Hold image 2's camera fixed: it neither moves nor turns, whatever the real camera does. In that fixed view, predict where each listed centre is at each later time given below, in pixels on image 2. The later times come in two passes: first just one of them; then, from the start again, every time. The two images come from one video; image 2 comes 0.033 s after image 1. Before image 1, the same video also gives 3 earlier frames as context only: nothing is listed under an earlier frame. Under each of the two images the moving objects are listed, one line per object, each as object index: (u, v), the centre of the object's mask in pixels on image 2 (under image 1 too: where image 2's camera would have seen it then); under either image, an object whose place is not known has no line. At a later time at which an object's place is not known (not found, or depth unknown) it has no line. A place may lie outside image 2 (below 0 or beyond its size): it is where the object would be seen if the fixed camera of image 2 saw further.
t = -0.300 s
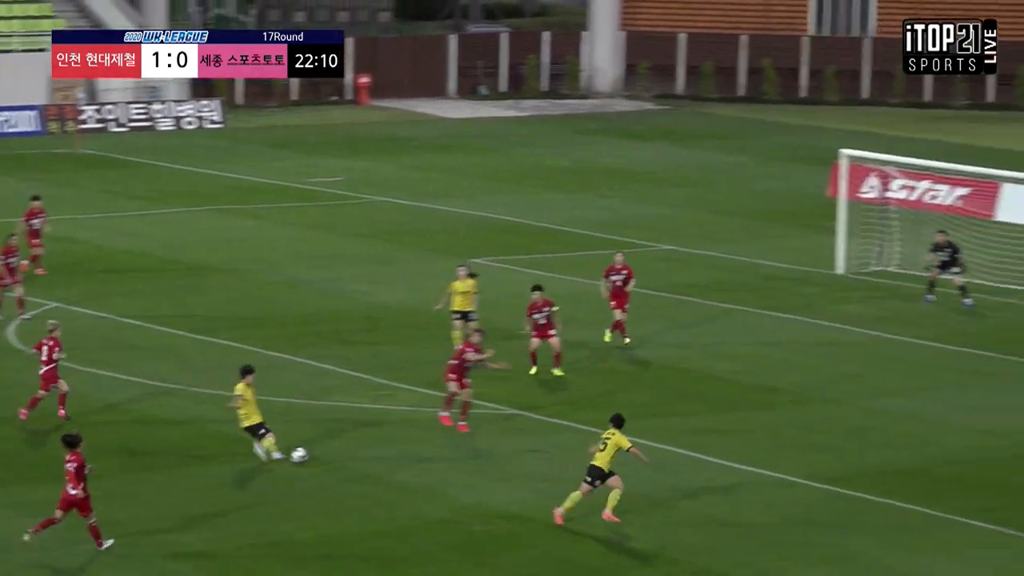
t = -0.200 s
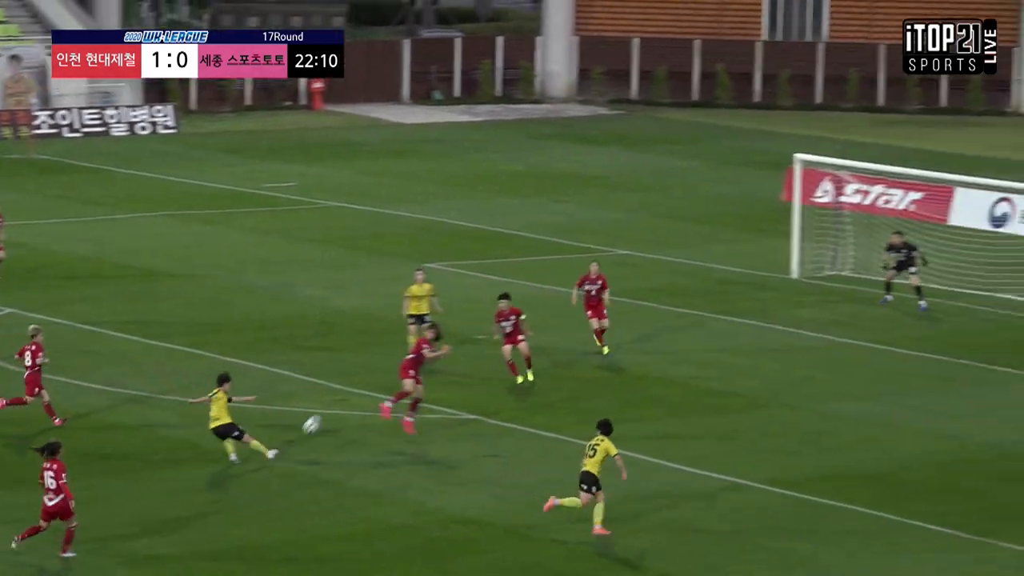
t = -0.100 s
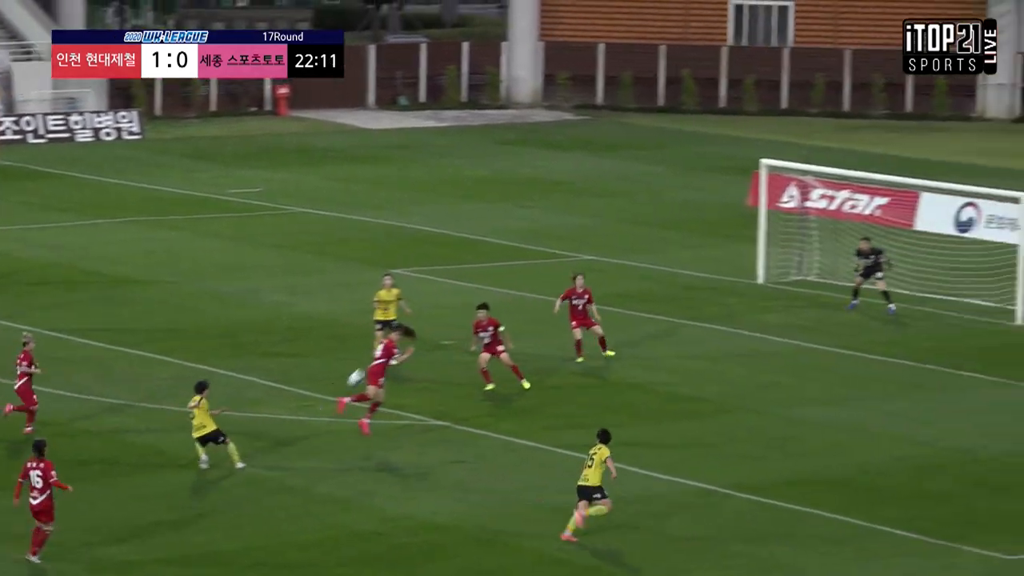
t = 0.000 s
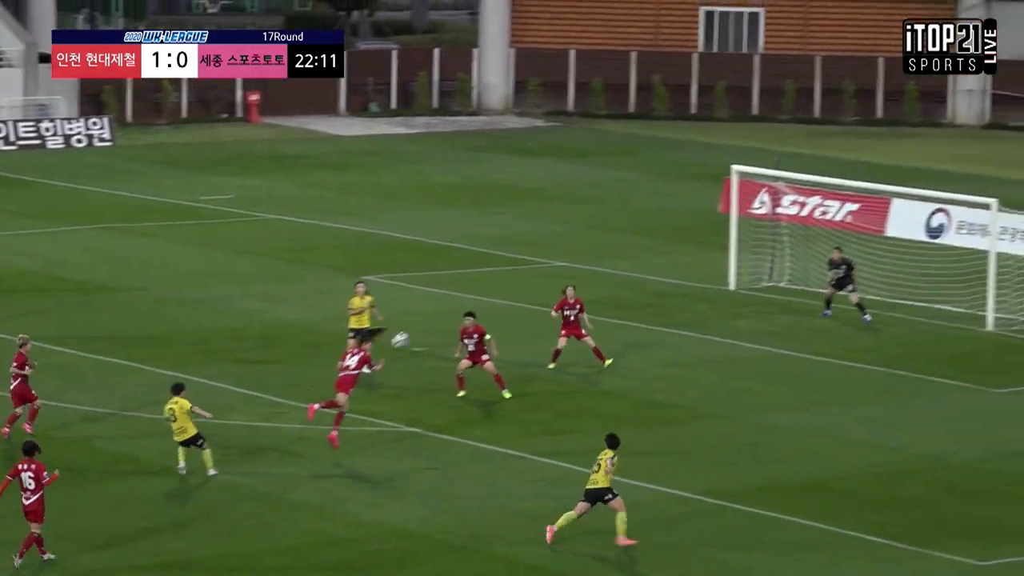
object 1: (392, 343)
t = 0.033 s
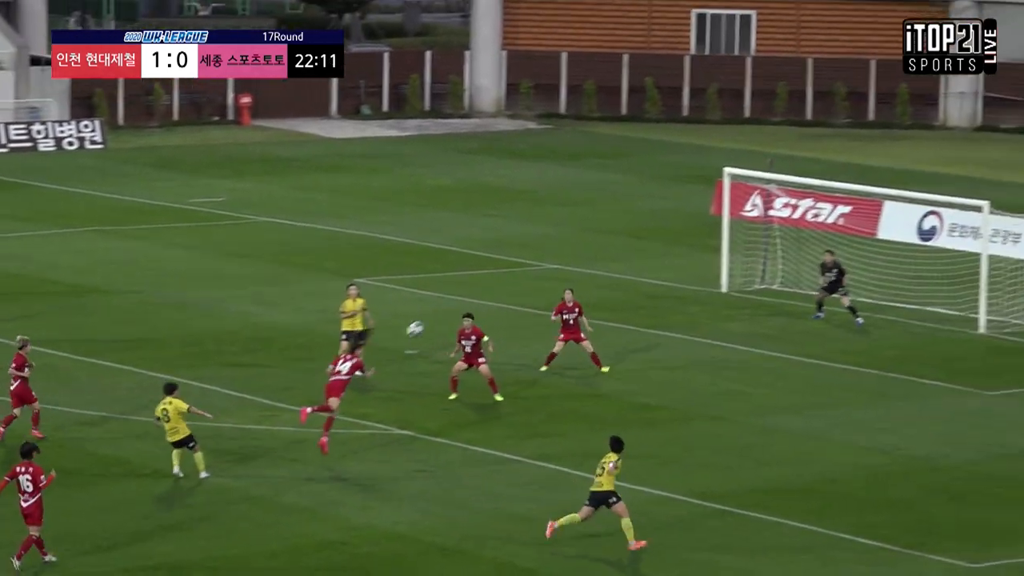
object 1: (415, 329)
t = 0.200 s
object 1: (520, 274)
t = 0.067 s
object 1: (437, 316)
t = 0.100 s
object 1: (459, 304)
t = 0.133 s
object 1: (480, 294)
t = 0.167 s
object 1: (500, 284)
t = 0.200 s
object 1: (520, 274)
